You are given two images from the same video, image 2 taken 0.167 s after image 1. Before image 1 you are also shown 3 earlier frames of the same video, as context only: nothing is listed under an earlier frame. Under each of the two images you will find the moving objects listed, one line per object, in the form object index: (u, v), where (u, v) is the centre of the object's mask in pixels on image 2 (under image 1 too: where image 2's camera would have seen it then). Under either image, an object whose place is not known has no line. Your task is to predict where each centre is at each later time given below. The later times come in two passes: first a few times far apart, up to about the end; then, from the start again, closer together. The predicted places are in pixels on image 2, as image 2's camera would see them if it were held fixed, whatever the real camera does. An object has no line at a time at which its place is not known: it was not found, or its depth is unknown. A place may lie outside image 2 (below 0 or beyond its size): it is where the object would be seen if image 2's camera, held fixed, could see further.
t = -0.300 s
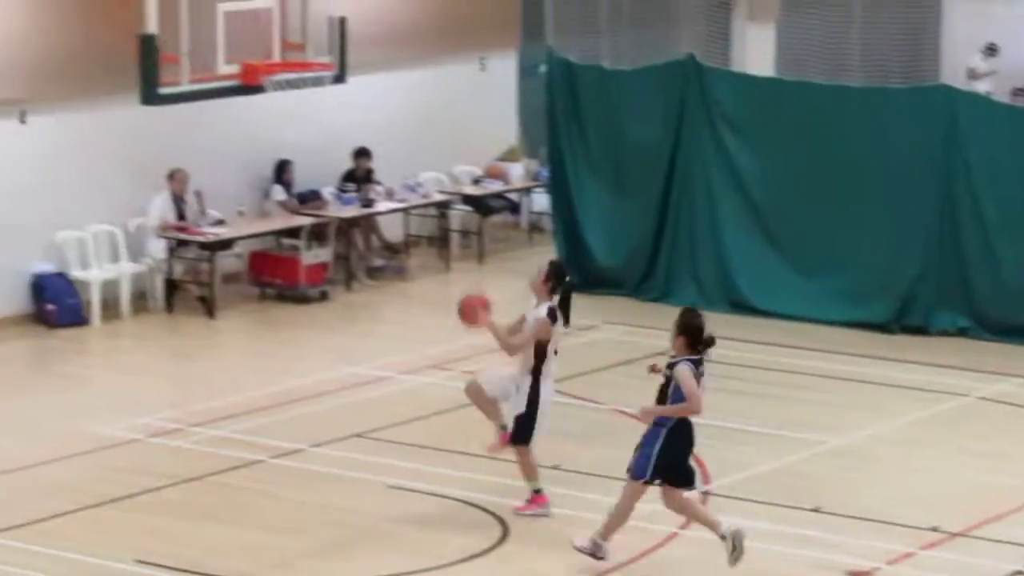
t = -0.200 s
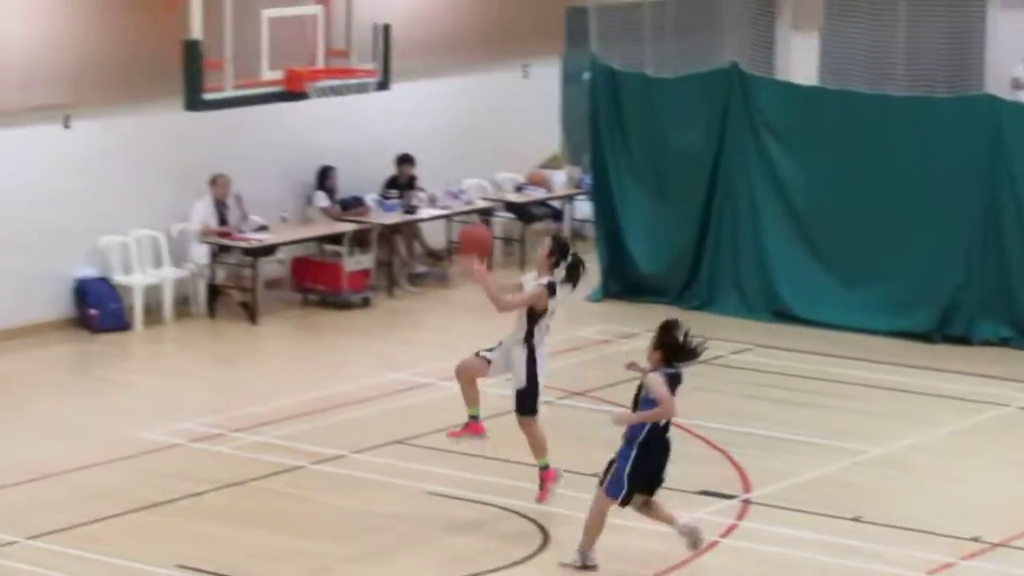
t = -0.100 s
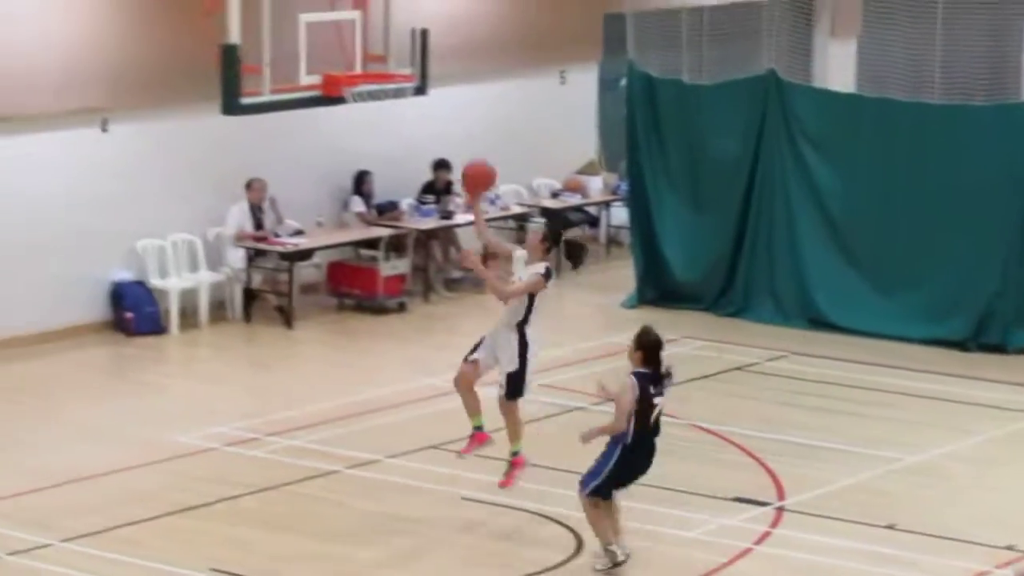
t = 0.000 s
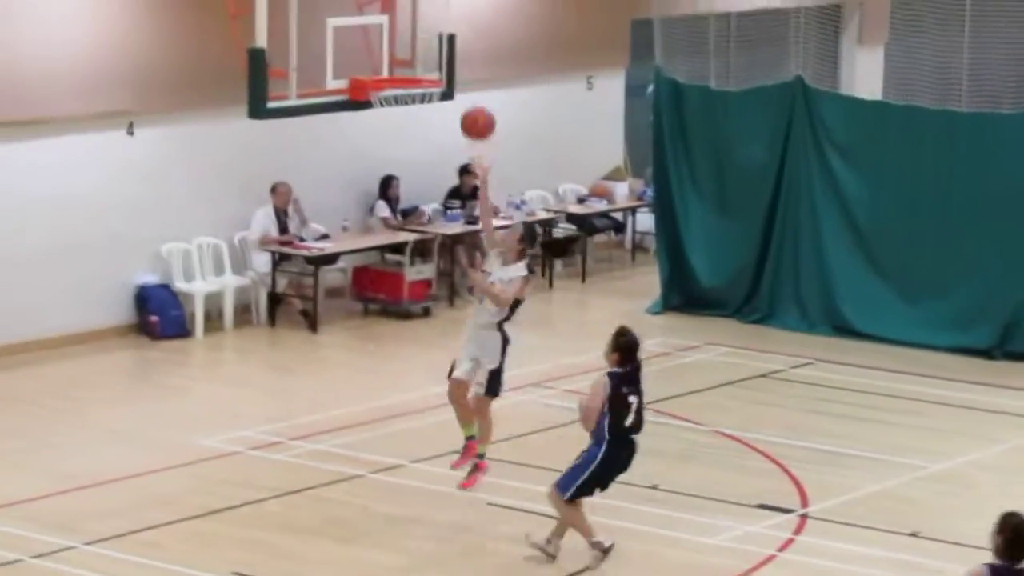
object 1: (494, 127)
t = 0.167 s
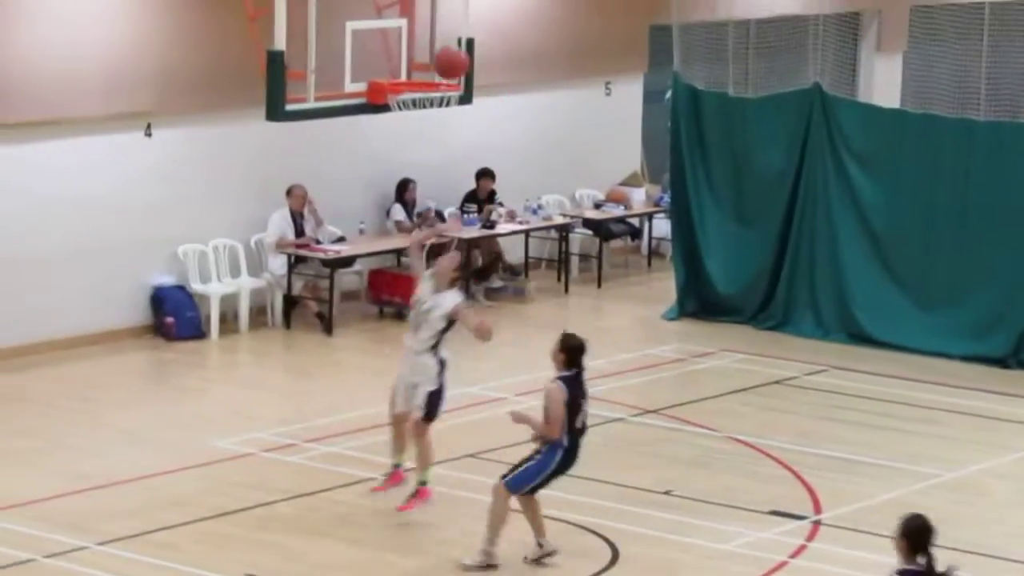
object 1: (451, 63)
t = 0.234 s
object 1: (433, 48)
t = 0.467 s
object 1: (412, 47)
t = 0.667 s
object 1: (416, 112)
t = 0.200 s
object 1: (442, 55)
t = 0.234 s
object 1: (433, 48)
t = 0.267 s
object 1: (424, 43)
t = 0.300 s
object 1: (415, 39)
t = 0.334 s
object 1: (410, 38)
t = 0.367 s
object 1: (411, 38)
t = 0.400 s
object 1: (411, 39)
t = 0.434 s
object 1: (412, 42)
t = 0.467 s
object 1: (412, 47)
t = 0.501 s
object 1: (413, 54)
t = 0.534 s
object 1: (414, 62)
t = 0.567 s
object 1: (414, 71)
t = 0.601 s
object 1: (414, 76)
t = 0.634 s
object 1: (413, 104)
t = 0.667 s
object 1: (416, 112)
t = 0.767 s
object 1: (420, 145)
